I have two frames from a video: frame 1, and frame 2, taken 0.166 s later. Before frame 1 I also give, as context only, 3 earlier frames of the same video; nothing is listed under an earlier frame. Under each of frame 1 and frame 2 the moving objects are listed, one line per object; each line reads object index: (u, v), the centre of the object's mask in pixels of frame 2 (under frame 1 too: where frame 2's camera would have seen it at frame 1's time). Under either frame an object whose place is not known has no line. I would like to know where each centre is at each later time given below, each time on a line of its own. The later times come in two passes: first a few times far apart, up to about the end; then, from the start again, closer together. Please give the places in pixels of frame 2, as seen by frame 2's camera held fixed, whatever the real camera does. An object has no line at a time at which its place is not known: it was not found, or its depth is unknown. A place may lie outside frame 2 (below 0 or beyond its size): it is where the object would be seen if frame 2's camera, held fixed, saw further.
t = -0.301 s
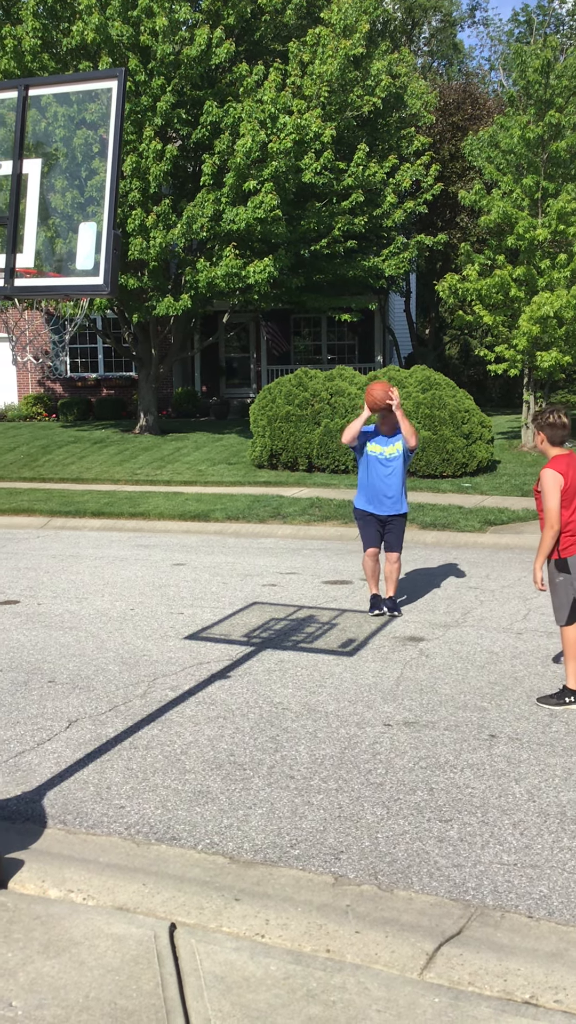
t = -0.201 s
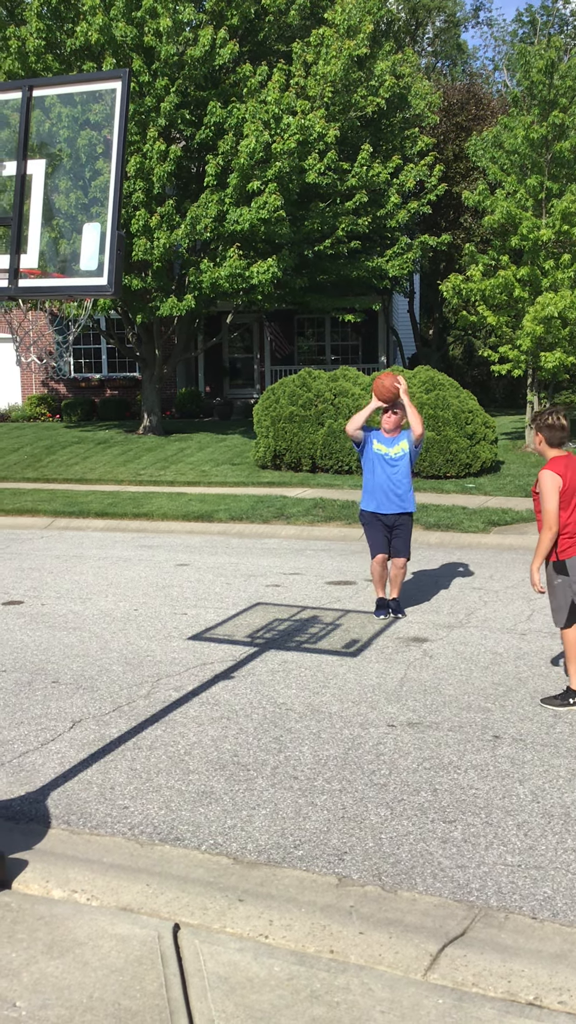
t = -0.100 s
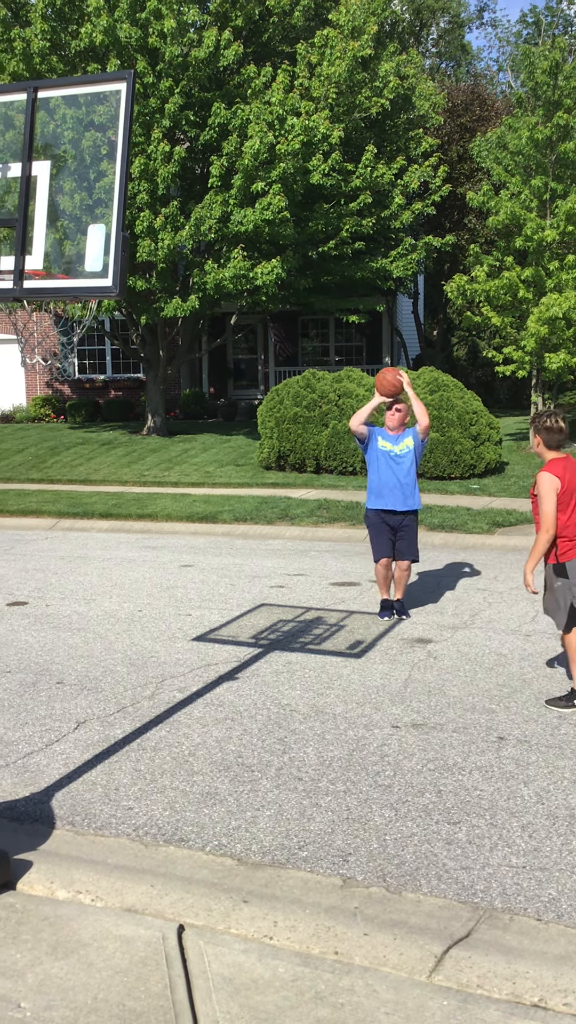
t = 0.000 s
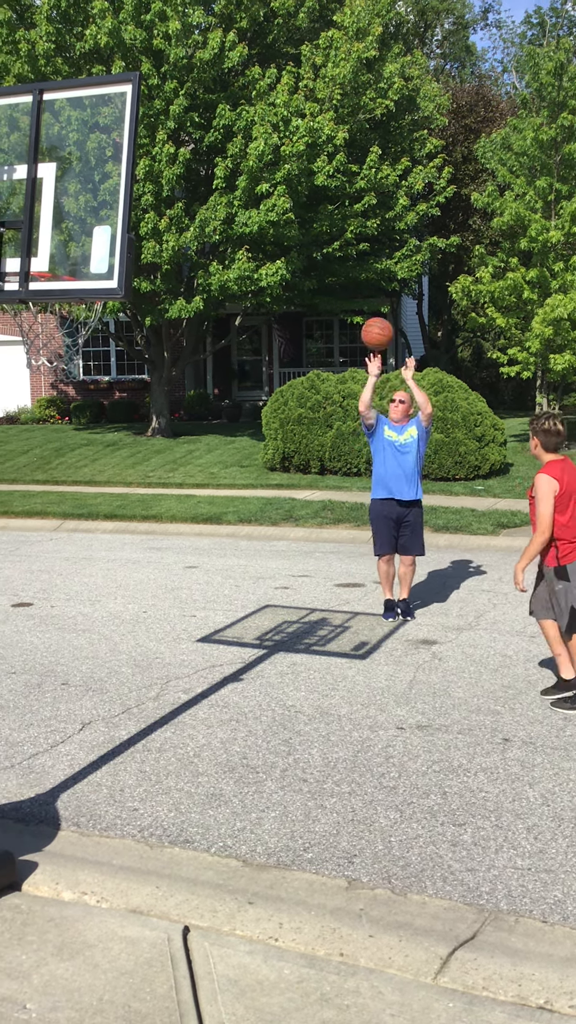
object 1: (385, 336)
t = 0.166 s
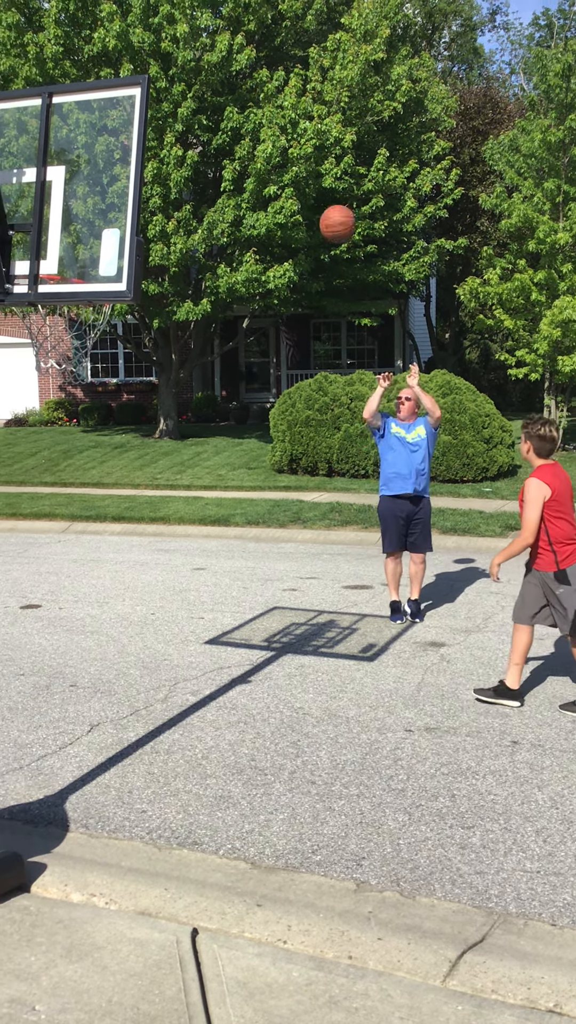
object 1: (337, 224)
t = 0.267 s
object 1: (304, 167)
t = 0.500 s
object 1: (209, 82)
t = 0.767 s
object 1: (68, 121)
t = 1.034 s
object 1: (74, 369)
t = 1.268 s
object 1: (105, 643)
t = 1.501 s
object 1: (134, 580)
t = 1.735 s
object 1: (165, 402)
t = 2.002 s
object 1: (199, 340)
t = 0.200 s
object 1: (327, 204)
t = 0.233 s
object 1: (316, 185)
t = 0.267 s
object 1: (304, 167)
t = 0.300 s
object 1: (292, 150)
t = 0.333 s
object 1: (280, 134)
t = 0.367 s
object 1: (266, 120)
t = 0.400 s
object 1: (253, 108)
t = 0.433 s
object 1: (239, 97)
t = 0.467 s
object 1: (224, 89)
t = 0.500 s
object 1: (209, 82)
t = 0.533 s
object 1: (193, 76)
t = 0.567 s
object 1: (177, 73)
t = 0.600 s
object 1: (162, 71)
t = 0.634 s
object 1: (145, 68)
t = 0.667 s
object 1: (121, 65)
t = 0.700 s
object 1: (101, 70)
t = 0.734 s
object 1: (84, 101)
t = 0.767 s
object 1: (68, 121)
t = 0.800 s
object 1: (38, 130)
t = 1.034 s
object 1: (74, 369)
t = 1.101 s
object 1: (84, 438)
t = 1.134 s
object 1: (88, 476)
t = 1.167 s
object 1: (93, 516)
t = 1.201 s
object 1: (97, 557)
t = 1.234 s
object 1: (101, 599)
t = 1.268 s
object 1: (105, 643)
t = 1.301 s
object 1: (110, 688)
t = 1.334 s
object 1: (114, 734)
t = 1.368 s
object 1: (118, 738)
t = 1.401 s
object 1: (122, 694)
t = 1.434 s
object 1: (126, 653)
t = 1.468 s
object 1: (130, 615)
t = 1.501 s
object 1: (134, 580)
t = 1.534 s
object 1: (138, 547)
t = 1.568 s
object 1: (143, 516)
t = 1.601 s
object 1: (147, 489)
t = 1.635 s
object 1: (151, 463)
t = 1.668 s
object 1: (156, 440)
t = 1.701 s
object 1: (159, 420)
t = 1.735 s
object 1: (165, 402)
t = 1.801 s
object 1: (174, 374)
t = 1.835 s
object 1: (176, 363)
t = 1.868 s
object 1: (181, 353)
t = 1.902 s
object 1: (185, 347)
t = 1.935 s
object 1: (190, 343)
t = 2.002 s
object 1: (199, 340)
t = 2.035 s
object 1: (203, 341)
